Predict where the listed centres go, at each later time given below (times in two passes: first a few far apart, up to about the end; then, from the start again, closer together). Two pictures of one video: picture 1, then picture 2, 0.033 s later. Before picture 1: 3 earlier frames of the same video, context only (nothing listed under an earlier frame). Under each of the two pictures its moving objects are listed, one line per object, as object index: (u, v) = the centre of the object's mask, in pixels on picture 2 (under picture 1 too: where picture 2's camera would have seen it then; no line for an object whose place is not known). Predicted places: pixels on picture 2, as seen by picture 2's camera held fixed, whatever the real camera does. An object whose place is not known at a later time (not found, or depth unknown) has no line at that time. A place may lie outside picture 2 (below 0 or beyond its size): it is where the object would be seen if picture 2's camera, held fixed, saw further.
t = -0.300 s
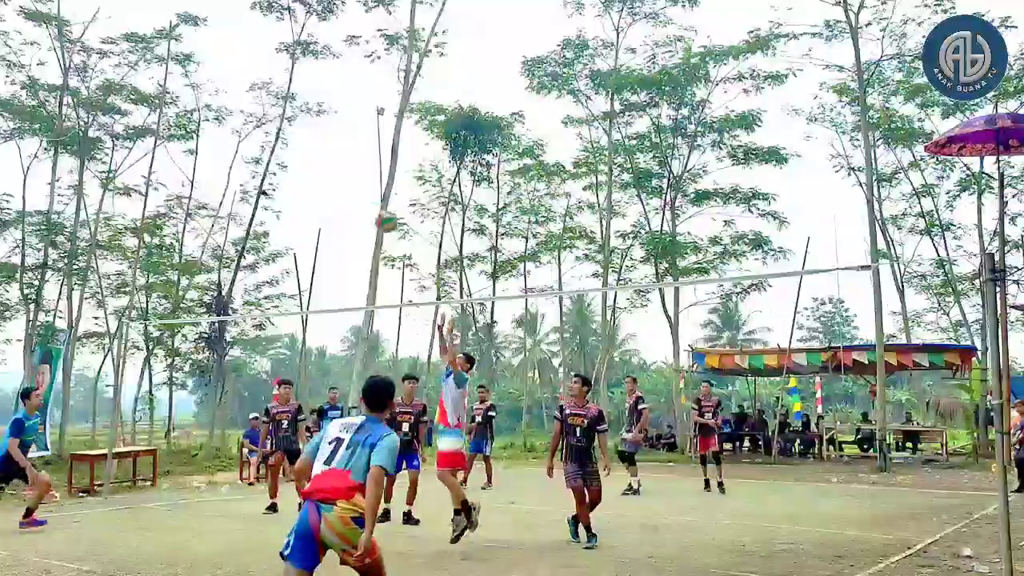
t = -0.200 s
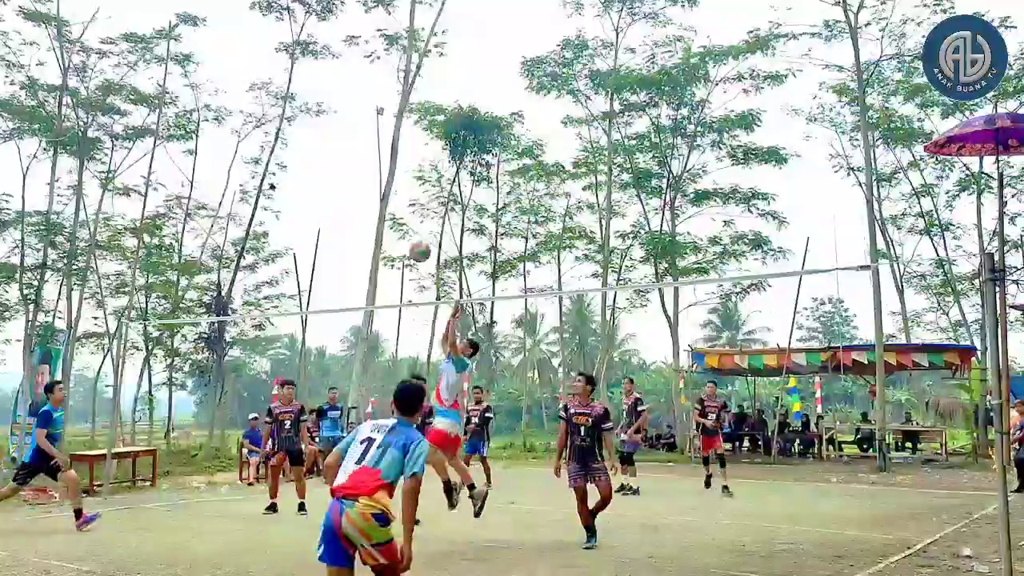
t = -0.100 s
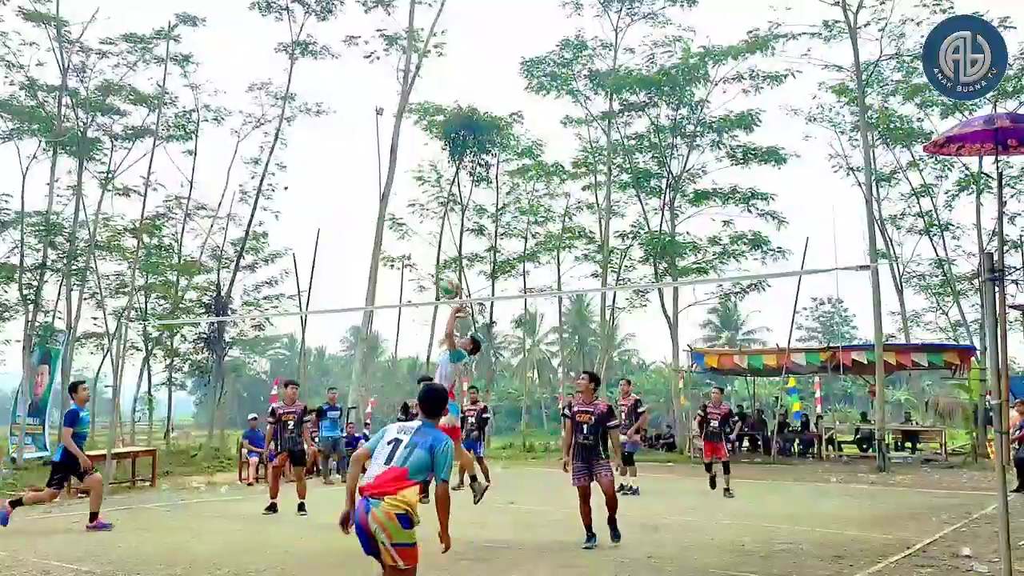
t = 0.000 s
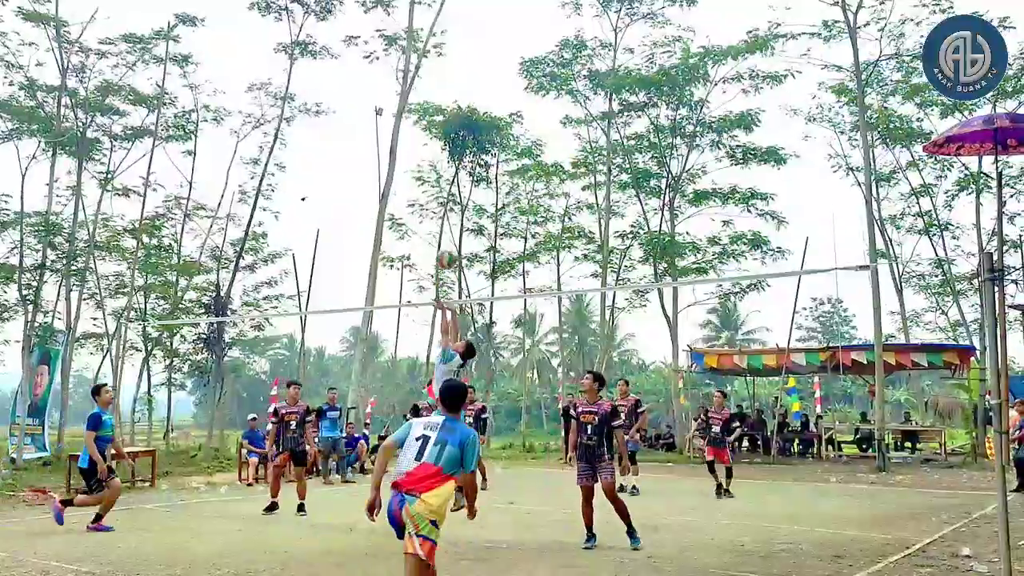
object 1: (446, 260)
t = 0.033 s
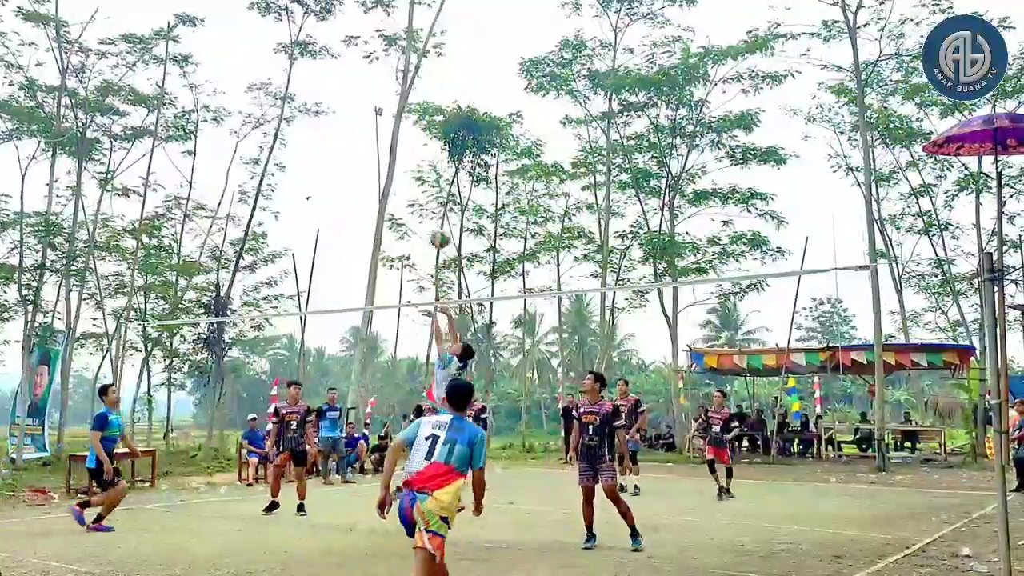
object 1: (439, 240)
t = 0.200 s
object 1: (410, 157)
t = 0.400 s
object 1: (376, 101)
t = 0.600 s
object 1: (342, 79)
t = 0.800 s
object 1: (309, 94)
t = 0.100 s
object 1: (427, 203)
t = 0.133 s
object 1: (421, 187)
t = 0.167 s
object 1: (415, 172)
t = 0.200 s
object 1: (410, 157)
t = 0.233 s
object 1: (404, 145)
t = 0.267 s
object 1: (398, 133)
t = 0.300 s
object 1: (392, 123)
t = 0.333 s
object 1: (386, 114)
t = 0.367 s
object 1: (380, 106)
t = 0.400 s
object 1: (376, 101)
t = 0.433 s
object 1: (370, 93)
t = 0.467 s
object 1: (364, 88)
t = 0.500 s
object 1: (358, 84)
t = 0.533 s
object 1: (353, 82)
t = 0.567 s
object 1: (347, 80)
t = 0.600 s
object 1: (342, 79)
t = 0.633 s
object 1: (336, 79)
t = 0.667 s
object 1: (331, 80)
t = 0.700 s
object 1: (325, 83)
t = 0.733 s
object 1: (320, 85)
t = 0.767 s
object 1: (314, 89)
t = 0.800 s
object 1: (309, 94)
